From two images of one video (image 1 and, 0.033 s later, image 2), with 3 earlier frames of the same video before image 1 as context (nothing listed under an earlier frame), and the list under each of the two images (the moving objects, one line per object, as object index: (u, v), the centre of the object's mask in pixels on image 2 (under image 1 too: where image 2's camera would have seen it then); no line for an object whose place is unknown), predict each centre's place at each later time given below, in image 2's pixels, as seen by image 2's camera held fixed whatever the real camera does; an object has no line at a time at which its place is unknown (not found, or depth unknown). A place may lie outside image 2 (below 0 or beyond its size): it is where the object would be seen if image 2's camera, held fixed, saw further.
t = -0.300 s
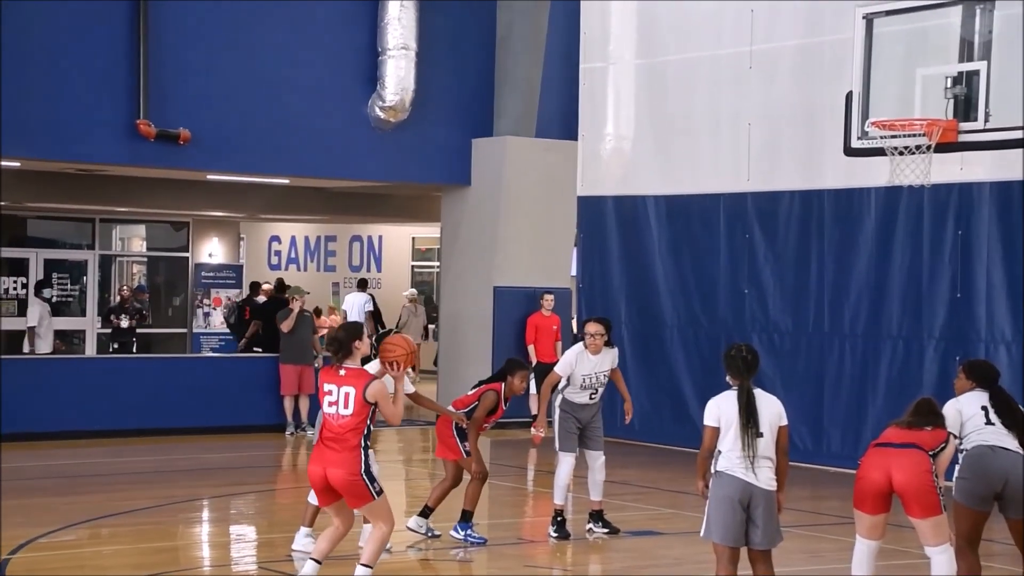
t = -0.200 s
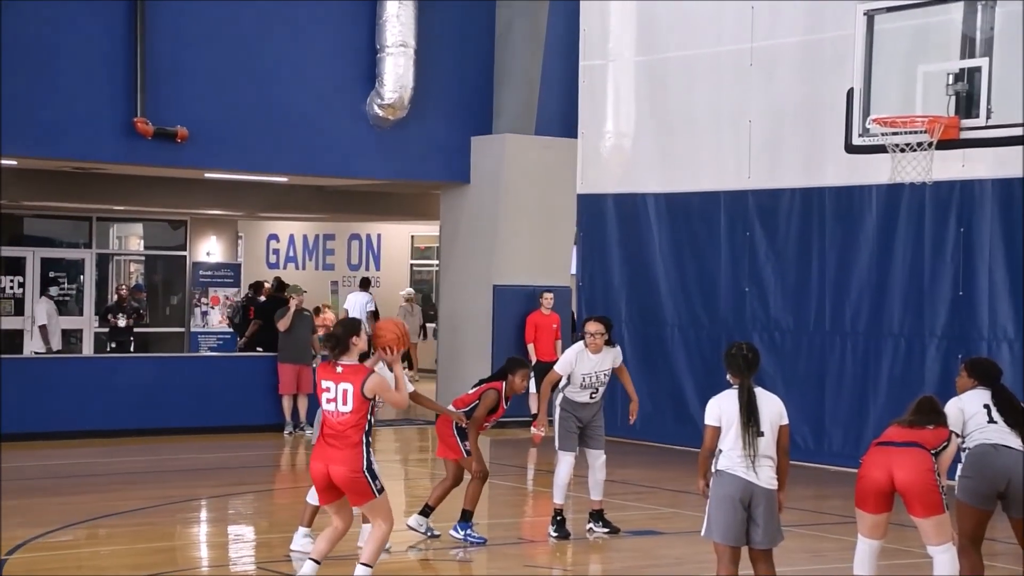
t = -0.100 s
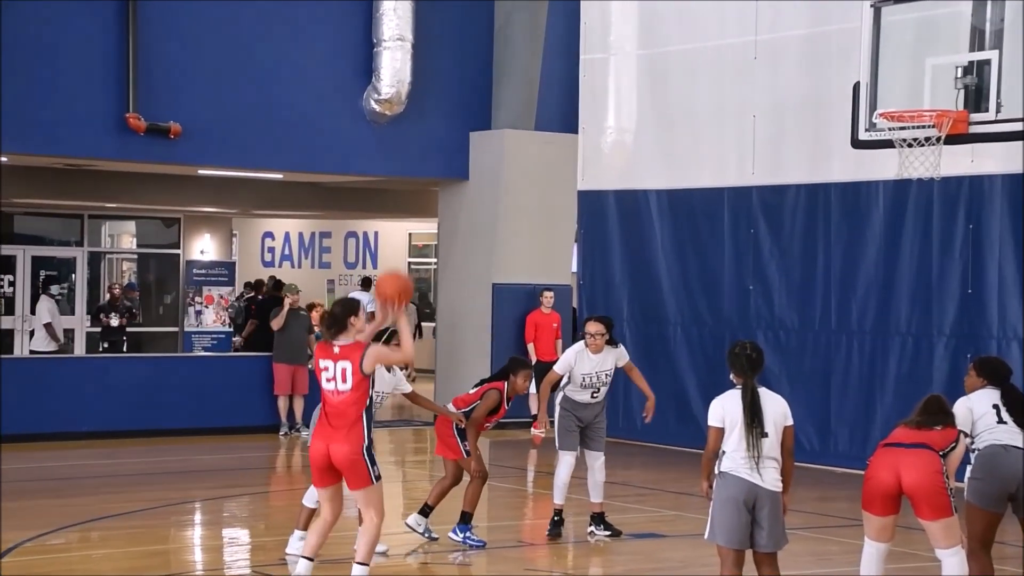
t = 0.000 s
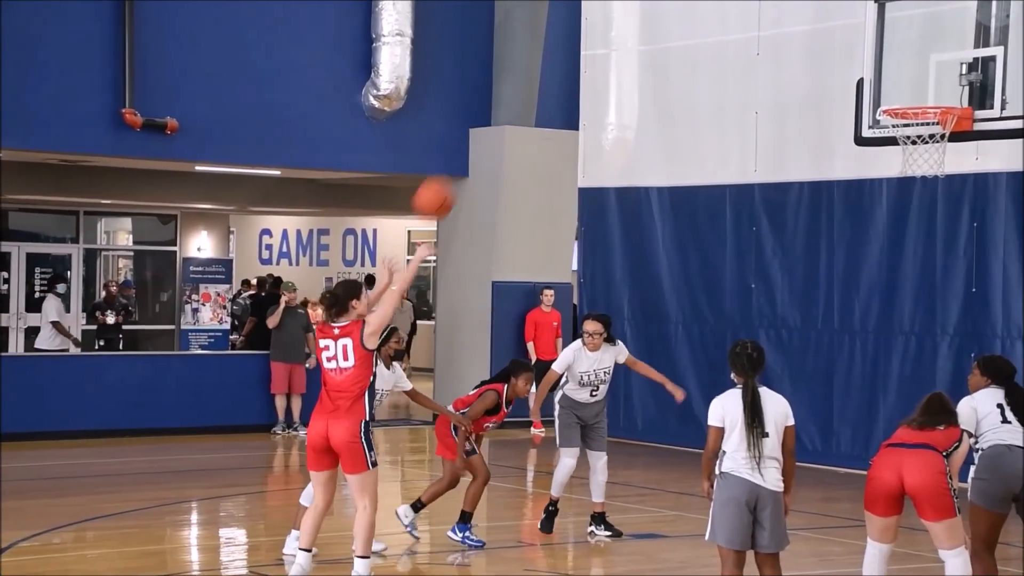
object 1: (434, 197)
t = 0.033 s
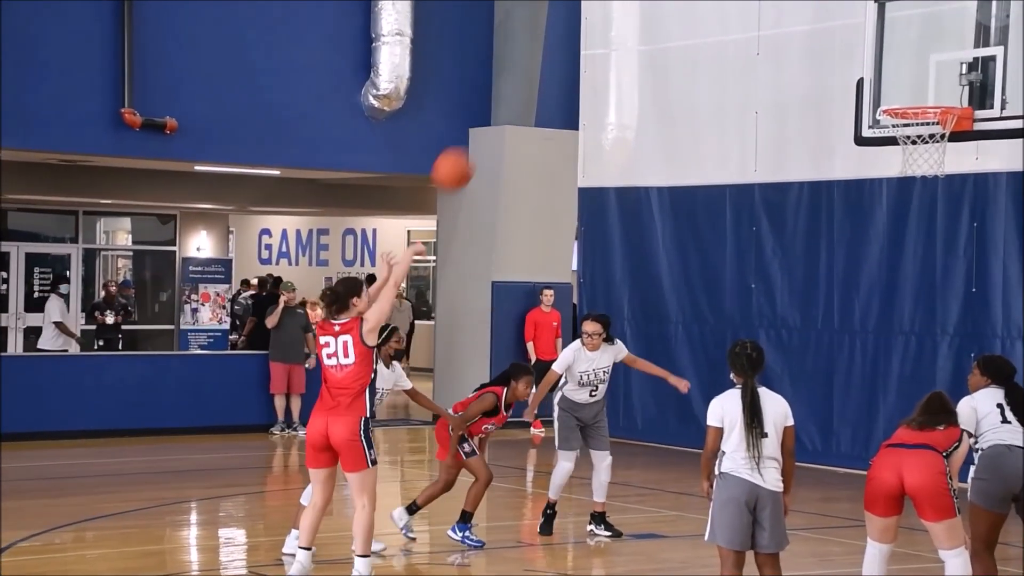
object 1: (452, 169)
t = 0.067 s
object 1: (470, 143)
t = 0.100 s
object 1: (490, 116)
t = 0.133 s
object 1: (511, 92)
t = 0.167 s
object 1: (529, 71)
